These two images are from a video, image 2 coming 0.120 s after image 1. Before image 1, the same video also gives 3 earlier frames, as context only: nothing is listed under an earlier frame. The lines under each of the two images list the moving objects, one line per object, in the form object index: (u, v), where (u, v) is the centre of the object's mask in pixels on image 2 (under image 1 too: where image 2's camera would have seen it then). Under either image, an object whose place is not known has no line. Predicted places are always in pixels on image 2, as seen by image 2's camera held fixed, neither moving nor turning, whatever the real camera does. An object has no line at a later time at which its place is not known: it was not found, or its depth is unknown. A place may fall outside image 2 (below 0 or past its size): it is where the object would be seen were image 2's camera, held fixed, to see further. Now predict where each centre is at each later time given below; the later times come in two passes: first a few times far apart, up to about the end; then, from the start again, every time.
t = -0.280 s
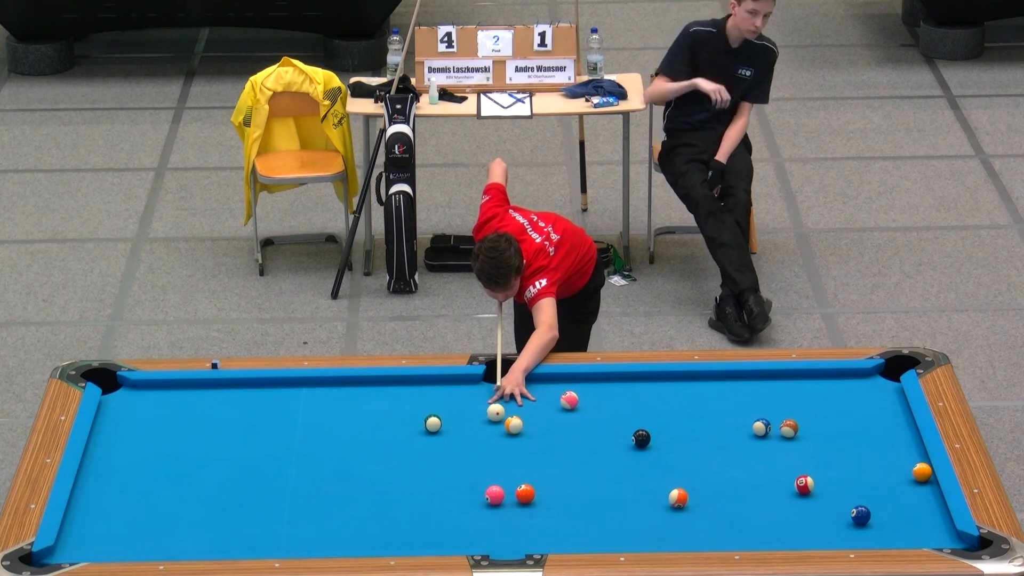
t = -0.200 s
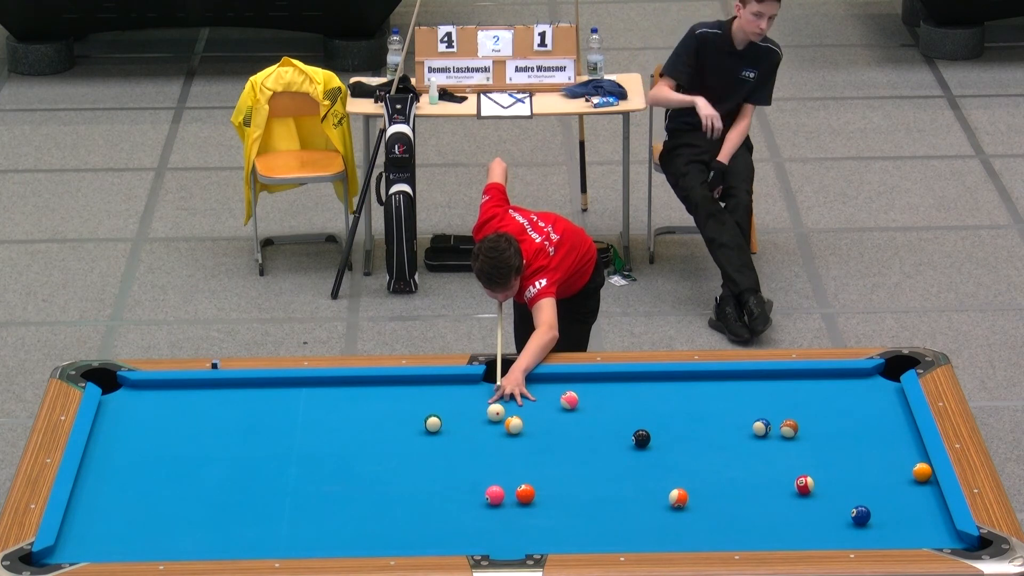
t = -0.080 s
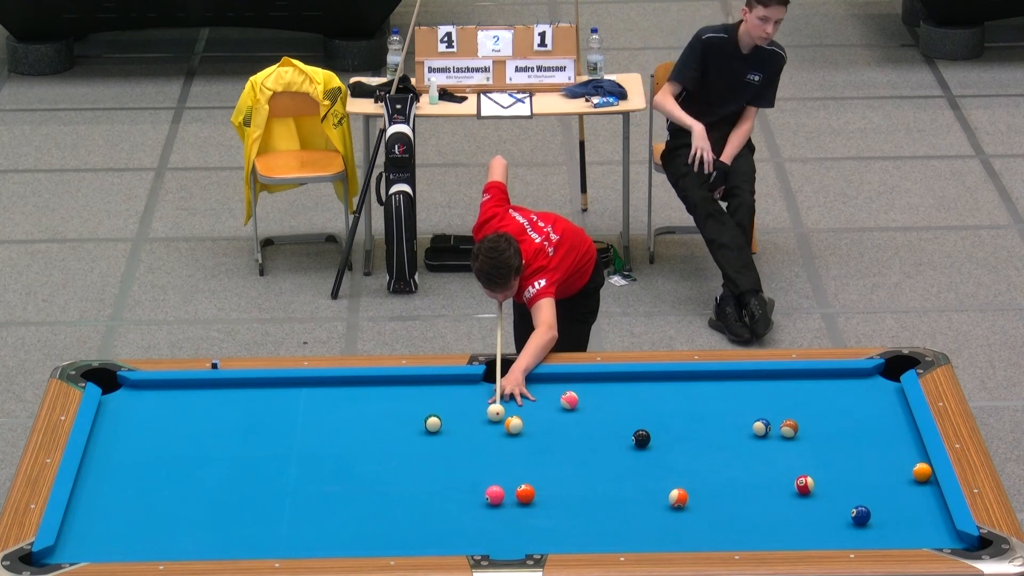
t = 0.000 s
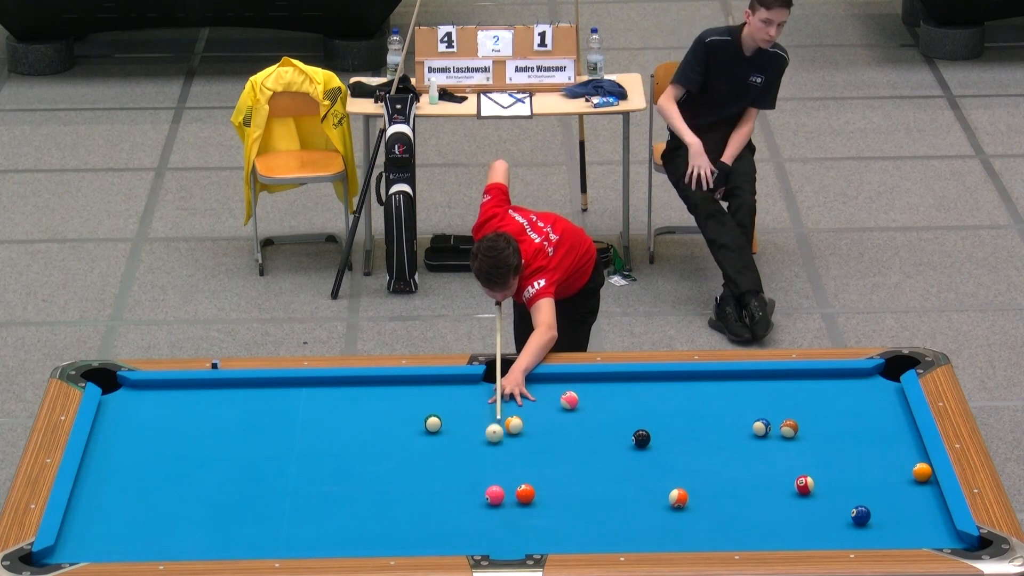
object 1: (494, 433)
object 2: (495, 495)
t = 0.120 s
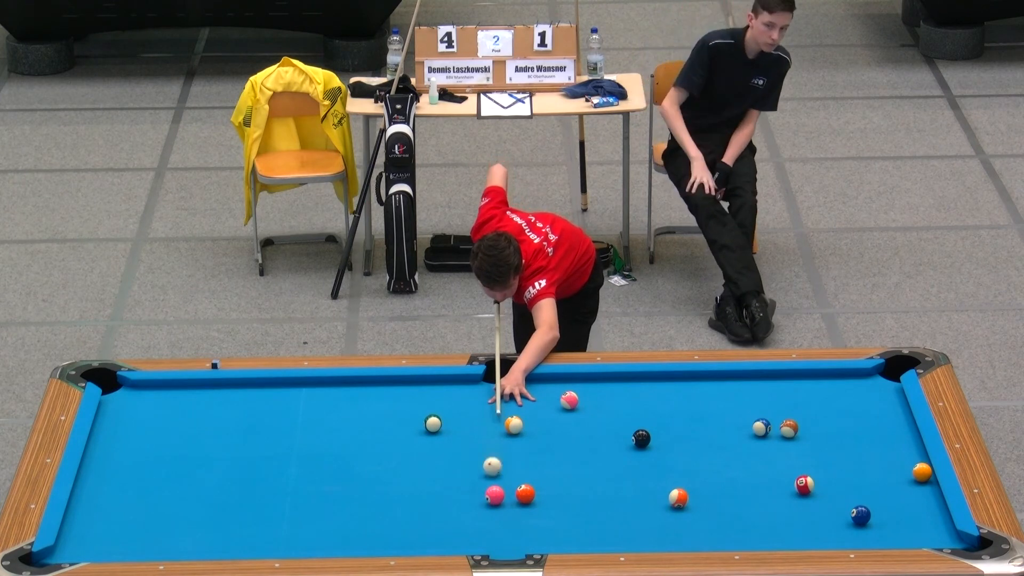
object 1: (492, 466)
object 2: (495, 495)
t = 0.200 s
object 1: (490, 483)
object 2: (495, 495)
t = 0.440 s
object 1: (485, 487)
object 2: (503, 543)
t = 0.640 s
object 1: (481, 486)
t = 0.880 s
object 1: (478, 485)
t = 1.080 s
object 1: (477, 485)
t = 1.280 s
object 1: (477, 485)
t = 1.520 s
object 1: (477, 485)
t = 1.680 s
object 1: (477, 485)
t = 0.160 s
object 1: (491, 476)
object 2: (495, 495)
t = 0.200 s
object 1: (490, 483)
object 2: (495, 495)
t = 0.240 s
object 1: (489, 487)
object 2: (496, 504)
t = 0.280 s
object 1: (488, 487)
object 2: (498, 512)
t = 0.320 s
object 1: (487, 487)
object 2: (499, 521)
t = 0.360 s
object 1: (487, 487)
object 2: (500, 529)
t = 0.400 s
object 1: (485, 487)
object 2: (501, 536)
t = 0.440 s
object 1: (485, 487)
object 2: (503, 543)
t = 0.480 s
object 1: (484, 486)
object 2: (504, 550)
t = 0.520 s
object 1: (483, 486)
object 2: (505, 556)
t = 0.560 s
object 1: (482, 486)
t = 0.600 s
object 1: (482, 486)
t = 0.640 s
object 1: (481, 486)
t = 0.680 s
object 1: (481, 486)
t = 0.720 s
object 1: (480, 486)
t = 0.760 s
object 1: (479, 486)
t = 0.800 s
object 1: (479, 485)
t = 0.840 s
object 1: (479, 485)
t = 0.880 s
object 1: (478, 485)
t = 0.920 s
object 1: (478, 485)
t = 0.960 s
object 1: (478, 485)
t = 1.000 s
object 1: (478, 485)
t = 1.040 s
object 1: (477, 485)
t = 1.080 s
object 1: (477, 485)
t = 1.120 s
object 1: (477, 485)
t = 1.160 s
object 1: (477, 485)
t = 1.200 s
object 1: (477, 485)
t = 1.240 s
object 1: (477, 485)
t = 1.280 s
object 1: (477, 485)
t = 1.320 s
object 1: (477, 485)
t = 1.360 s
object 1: (477, 485)
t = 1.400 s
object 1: (477, 485)
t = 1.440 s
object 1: (477, 485)
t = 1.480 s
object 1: (477, 485)
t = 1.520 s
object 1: (477, 485)
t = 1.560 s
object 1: (477, 485)
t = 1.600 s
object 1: (477, 485)
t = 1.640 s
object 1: (477, 485)
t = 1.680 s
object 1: (477, 485)
